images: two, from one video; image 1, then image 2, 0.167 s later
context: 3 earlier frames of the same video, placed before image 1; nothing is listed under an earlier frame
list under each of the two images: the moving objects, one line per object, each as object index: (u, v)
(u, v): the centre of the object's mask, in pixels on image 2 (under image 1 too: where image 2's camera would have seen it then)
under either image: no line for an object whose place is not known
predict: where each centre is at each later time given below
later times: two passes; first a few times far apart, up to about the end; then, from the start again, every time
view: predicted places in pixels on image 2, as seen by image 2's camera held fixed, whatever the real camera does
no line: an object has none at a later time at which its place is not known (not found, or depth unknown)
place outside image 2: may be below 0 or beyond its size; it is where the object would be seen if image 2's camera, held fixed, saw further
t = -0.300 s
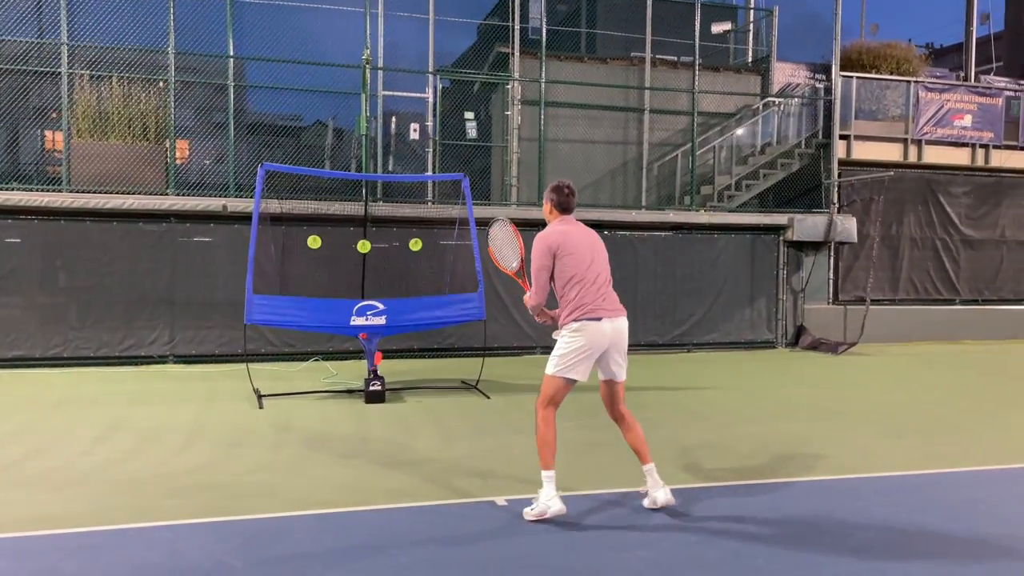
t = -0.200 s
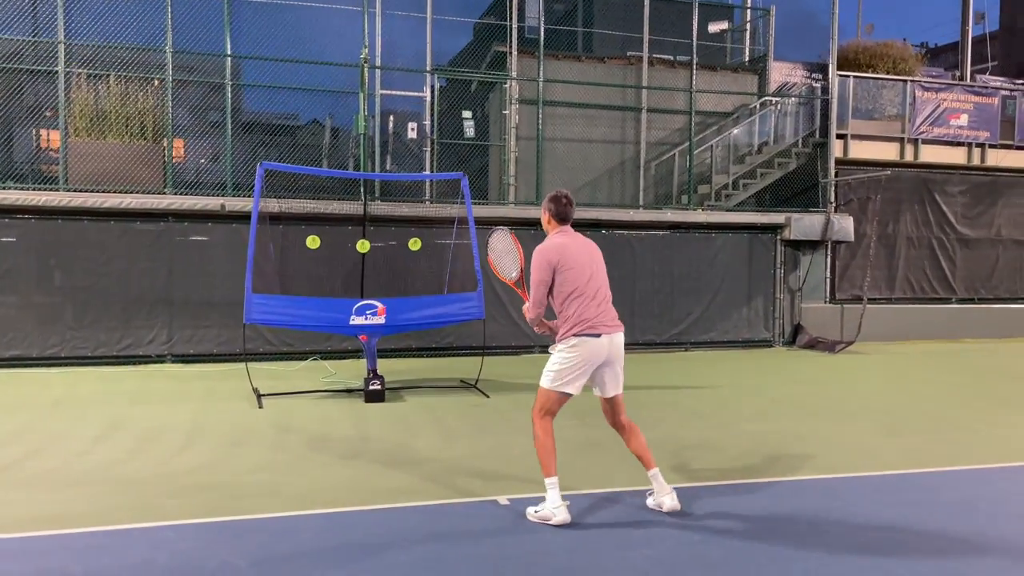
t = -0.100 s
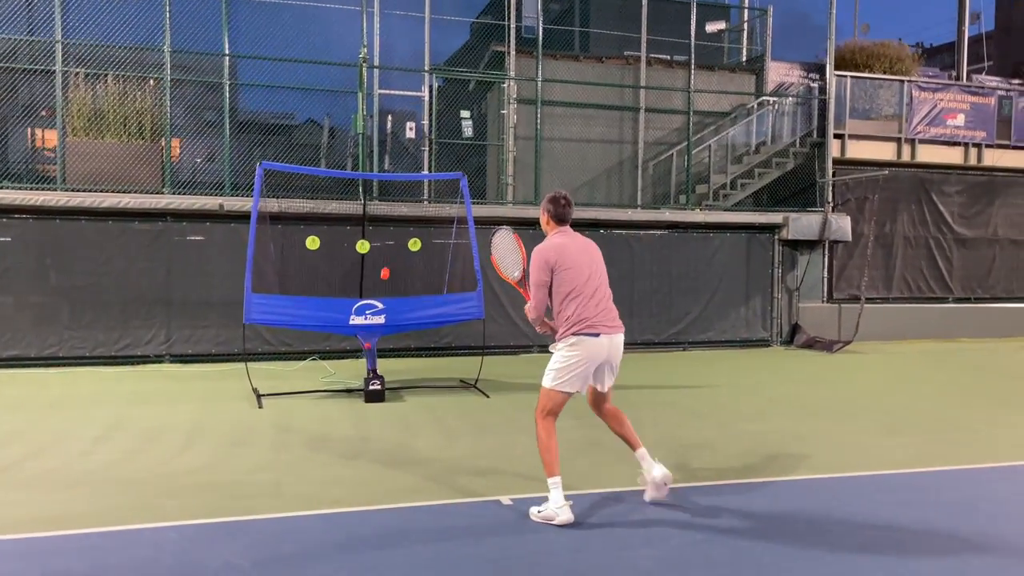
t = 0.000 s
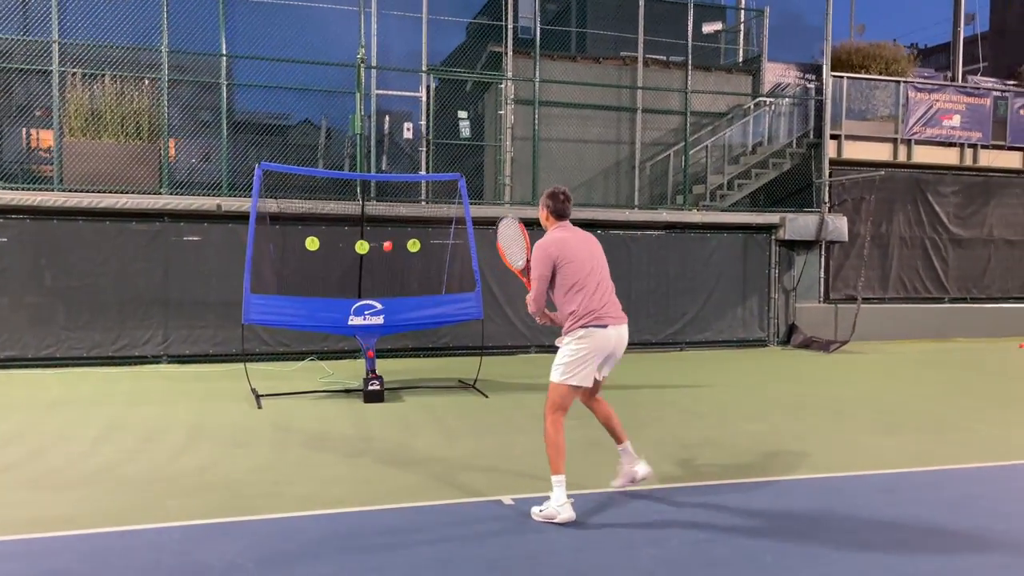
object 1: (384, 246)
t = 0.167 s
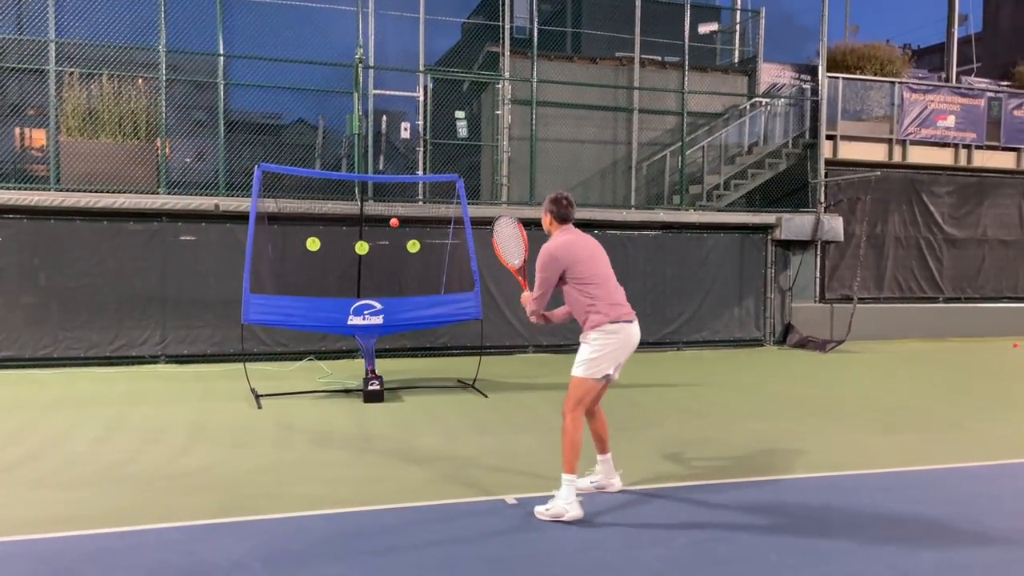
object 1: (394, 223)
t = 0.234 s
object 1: (397, 223)
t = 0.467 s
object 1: (410, 268)
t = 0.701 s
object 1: (420, 396)
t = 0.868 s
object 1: (426, 407)
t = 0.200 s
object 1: (396, 222)
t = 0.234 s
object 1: (397, 223)
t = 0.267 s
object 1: (399, 224)
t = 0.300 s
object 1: (401, 228)
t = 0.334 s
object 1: (403, 233)
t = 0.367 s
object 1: (405, 239)
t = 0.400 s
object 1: (406, 247)
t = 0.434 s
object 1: (408, 257)
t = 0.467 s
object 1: (410, 268)
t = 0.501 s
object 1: (412, 280)
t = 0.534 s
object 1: (413, 295)
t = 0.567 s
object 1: (415, 312)
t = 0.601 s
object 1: (416, 330)
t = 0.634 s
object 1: (418, 350)
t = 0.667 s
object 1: (420, 372)
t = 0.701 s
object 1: (420, 396)
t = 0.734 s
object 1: (420, 423)
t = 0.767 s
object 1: (421, 451)
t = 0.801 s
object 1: (423, 439)
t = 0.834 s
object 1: (424, 422)
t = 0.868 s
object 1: (426, 407)
